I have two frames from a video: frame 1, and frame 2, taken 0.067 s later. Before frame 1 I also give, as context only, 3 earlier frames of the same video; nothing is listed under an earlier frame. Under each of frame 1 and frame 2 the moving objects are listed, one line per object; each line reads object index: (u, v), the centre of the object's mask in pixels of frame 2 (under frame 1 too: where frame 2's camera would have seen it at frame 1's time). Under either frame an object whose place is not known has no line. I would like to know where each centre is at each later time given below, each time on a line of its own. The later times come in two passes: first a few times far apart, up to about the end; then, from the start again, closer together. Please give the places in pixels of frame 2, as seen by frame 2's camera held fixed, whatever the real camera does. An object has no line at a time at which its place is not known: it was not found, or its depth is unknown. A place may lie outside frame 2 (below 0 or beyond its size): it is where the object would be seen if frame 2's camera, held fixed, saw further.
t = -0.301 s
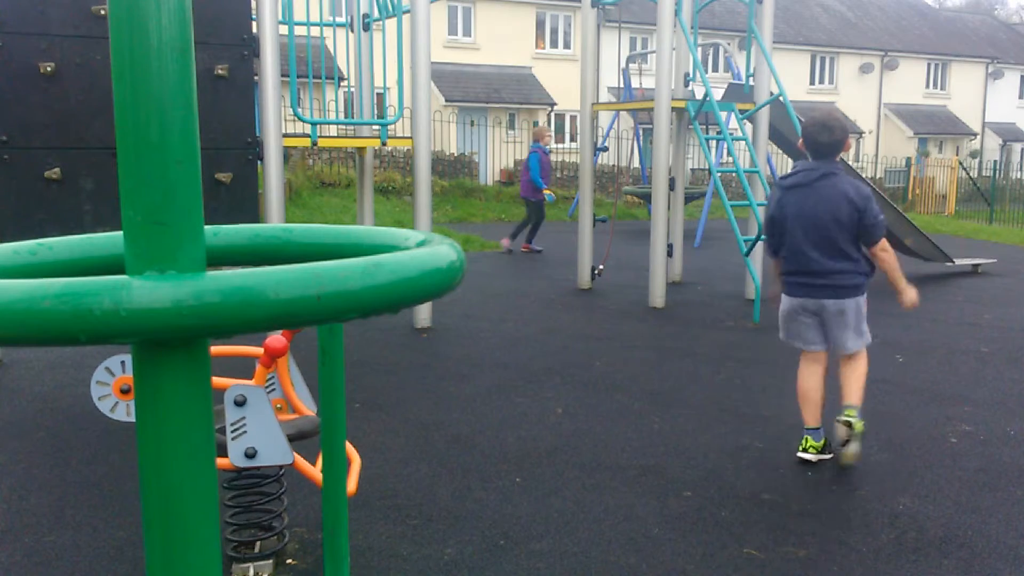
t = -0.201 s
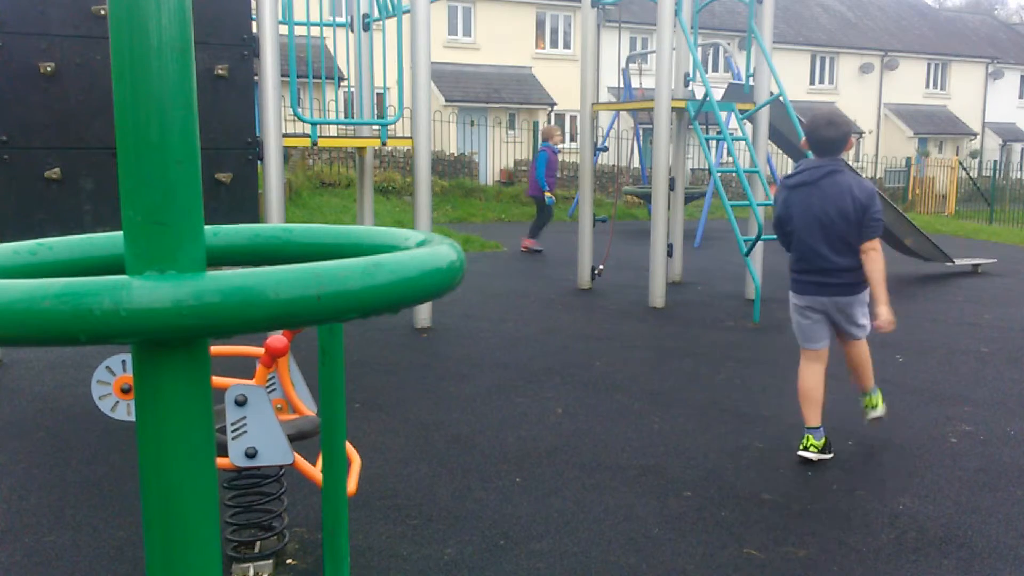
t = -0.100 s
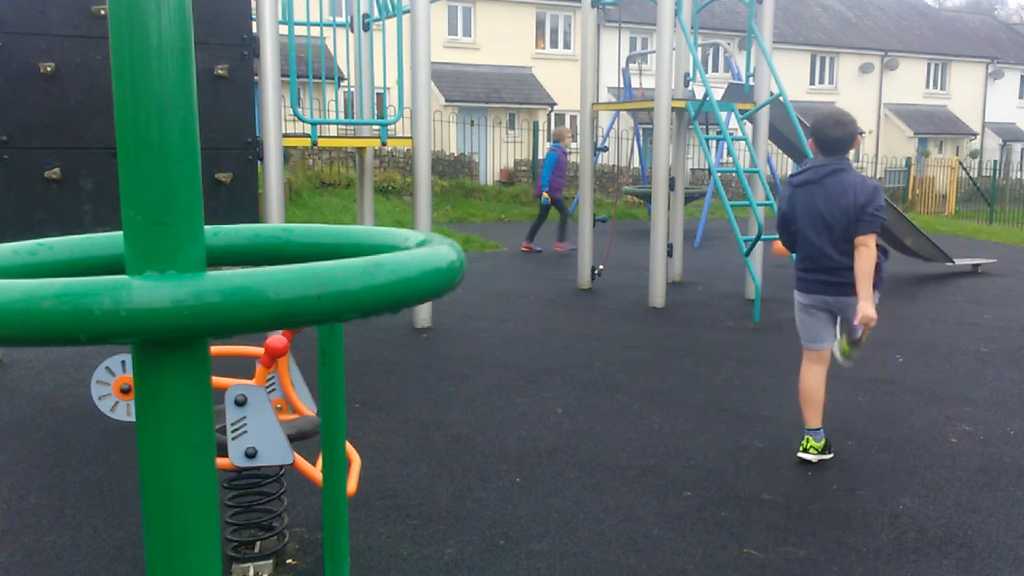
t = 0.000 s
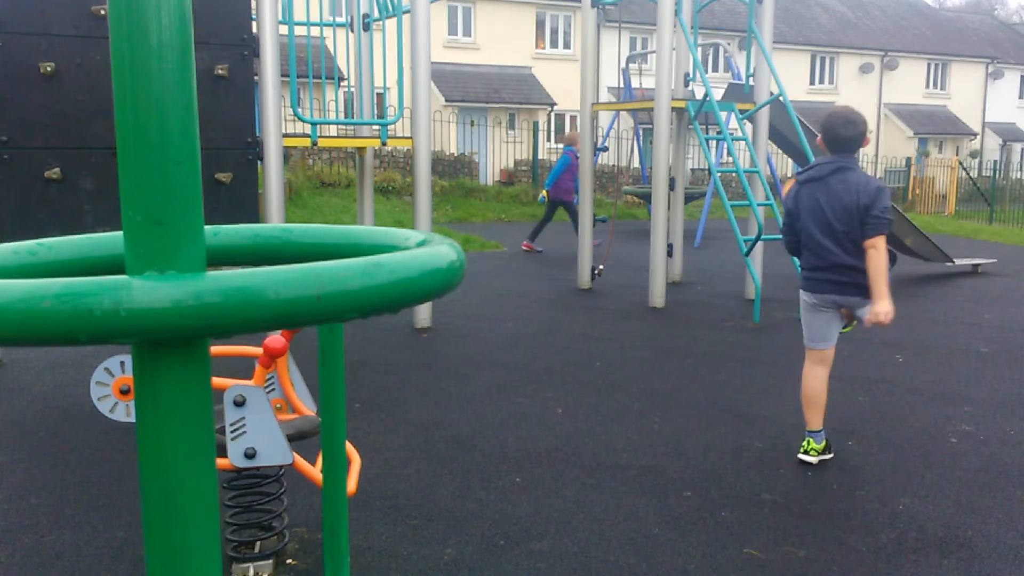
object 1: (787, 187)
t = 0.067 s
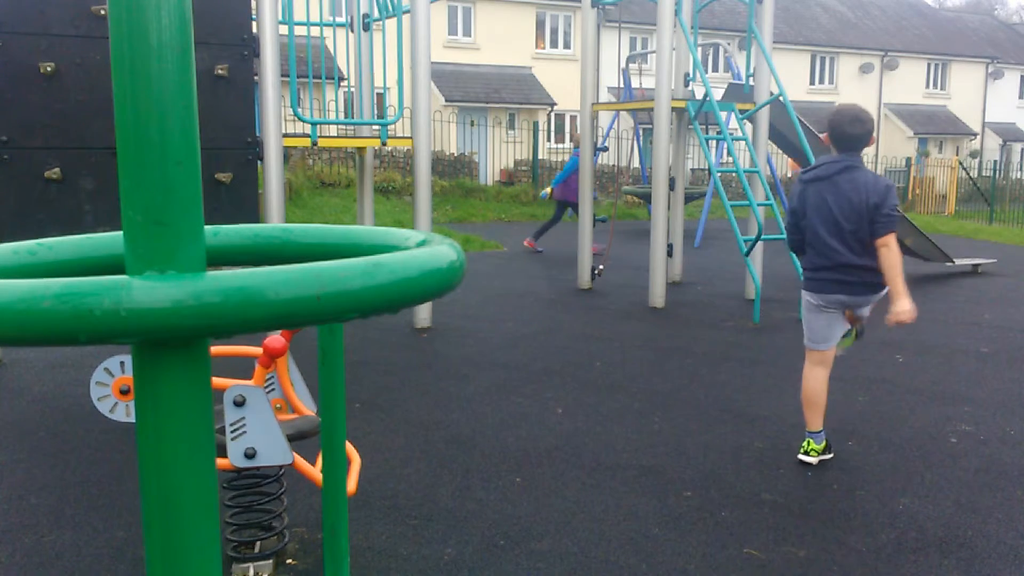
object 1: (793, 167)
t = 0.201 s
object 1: (809, 113)
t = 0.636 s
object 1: (839, 79)
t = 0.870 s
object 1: (851, 128)
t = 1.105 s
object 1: (859, 226)
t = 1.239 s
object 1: (867, 232)
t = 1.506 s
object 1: (900, 164)
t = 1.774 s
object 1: (925, 162)
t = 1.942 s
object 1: (938, 193)
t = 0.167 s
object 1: (809, 120)
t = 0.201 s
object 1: (809, 113)
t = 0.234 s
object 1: (810, 107)
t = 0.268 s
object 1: (813, 97)
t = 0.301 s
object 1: (817, 90)
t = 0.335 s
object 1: (818, 85)
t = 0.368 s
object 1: (822, 79)
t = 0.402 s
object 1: (824, 77)
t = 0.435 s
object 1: (825, 74)
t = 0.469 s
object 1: (828, 73)
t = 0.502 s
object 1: (831, 71)
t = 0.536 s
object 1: (832, 72)
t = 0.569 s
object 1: (835, 73)
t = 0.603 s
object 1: (837, 75)
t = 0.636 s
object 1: (839, 79)
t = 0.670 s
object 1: (840, 84)
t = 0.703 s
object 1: (843, 89)
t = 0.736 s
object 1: (844, 96)
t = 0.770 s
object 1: (846, 103)
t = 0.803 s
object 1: (848, 111)
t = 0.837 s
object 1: (849, 119)
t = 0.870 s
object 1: (851, 128)
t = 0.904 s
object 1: (853, 138)
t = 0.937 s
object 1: (854, 150)
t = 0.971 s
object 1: (857, 162)
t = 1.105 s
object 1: (859, 226)
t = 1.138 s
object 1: (861, 239)
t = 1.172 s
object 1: (863, 253)
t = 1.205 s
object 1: (866, 240)
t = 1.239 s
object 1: (867, 232)
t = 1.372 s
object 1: (887, 187)
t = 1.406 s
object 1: (890, 180)
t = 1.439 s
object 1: (894, 174)
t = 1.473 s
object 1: (897, 169)
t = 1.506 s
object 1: (900, 164)
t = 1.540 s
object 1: (905, 160)
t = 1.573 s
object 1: (908, 157)
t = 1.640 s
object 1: (915, 155)
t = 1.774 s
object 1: (925, 162)
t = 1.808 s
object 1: (928, 166)
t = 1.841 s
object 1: (930, 172)
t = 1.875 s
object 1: (933, 178)
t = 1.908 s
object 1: (936, 186)
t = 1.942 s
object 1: (938, 193)
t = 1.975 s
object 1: (941, 203)
